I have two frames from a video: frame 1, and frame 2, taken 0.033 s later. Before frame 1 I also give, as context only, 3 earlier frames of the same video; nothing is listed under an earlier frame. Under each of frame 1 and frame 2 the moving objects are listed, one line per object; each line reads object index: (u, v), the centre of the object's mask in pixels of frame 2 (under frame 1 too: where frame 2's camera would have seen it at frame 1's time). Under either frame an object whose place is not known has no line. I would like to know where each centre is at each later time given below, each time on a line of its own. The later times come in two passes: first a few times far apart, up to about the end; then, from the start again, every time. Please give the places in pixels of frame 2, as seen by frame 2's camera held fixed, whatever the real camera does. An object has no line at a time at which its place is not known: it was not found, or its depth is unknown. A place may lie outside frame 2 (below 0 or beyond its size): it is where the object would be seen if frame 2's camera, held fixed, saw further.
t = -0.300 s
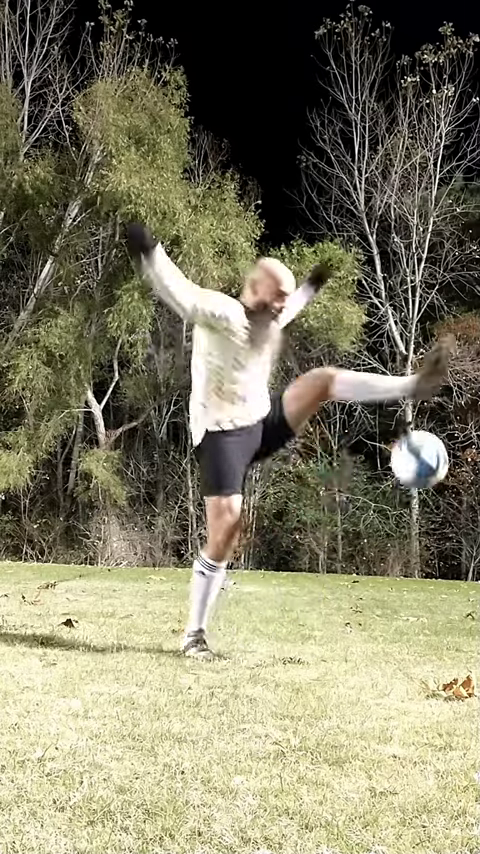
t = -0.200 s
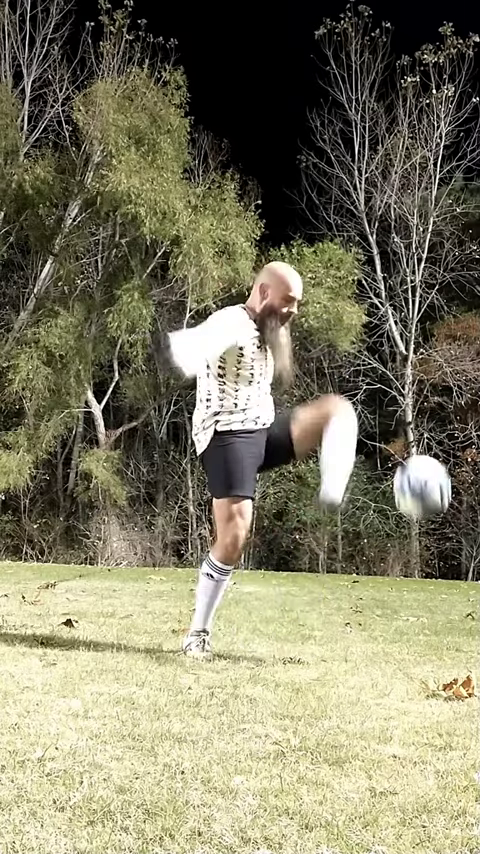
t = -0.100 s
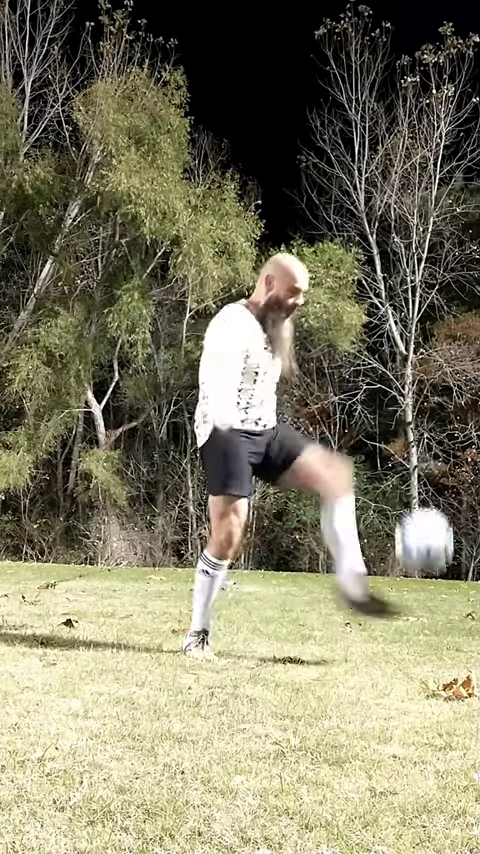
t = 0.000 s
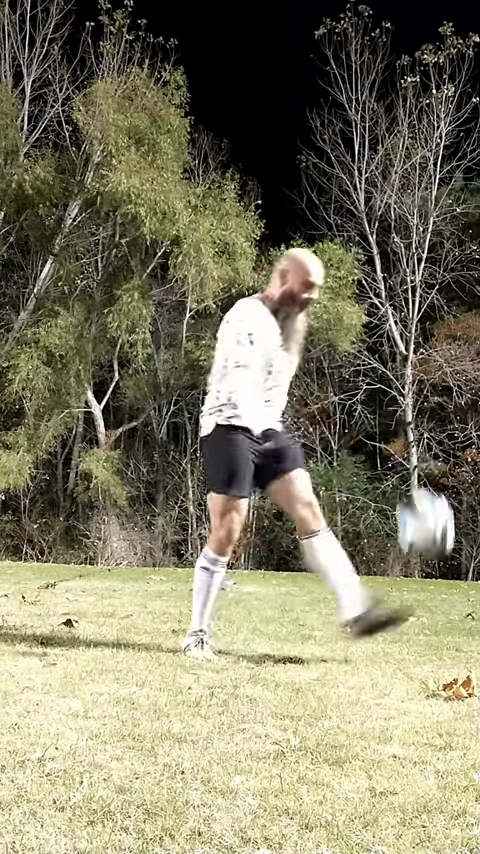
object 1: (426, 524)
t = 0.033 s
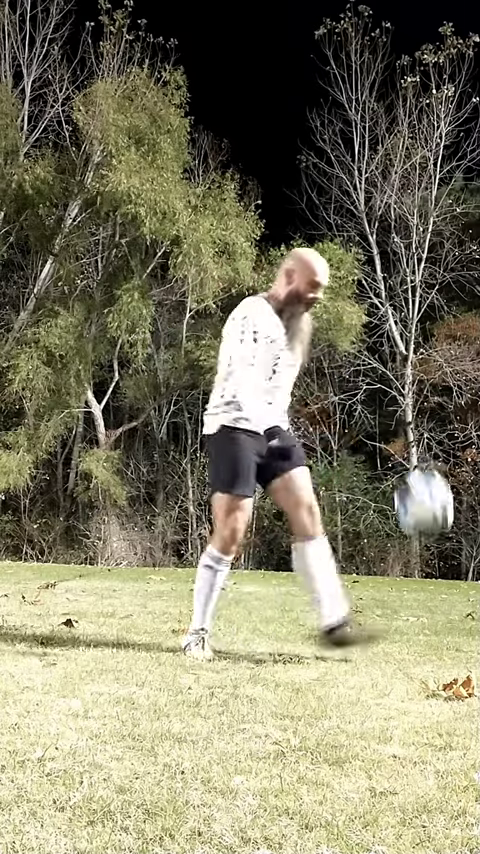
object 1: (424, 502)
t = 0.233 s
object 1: (415, 437)
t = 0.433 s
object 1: (407, 470)
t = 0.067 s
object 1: (423, 484)
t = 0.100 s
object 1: (420, 467)
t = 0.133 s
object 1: (419, 455)
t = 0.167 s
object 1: (418, 446)
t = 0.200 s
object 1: (416, 440)
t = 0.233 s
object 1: (415, 437)
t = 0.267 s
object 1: (414, 436)
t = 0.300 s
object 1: (413, 437)
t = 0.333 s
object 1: (411, 441)
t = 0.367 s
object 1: (410, 448)
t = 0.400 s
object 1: (408, 457)
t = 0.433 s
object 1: (407, 470)
